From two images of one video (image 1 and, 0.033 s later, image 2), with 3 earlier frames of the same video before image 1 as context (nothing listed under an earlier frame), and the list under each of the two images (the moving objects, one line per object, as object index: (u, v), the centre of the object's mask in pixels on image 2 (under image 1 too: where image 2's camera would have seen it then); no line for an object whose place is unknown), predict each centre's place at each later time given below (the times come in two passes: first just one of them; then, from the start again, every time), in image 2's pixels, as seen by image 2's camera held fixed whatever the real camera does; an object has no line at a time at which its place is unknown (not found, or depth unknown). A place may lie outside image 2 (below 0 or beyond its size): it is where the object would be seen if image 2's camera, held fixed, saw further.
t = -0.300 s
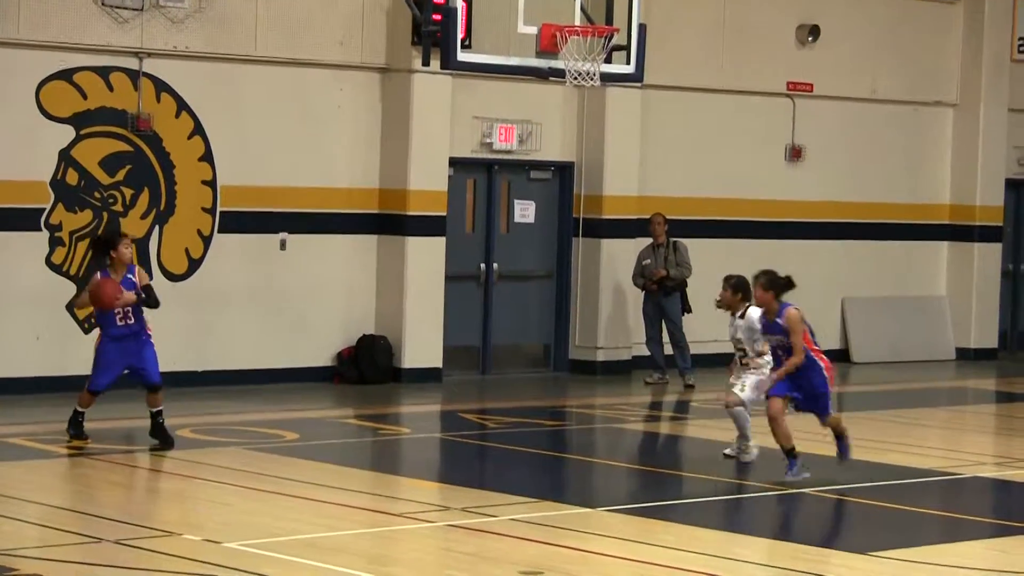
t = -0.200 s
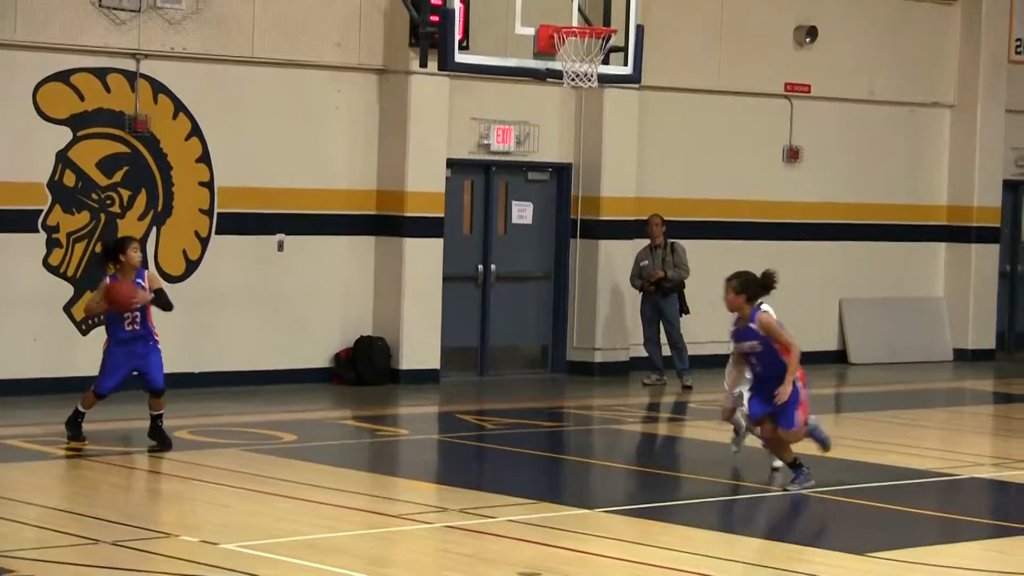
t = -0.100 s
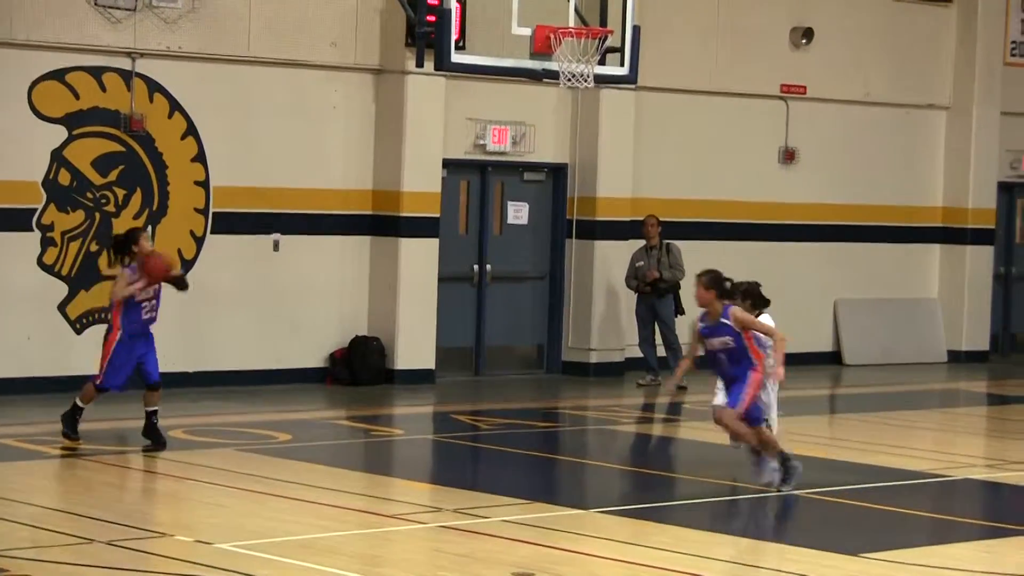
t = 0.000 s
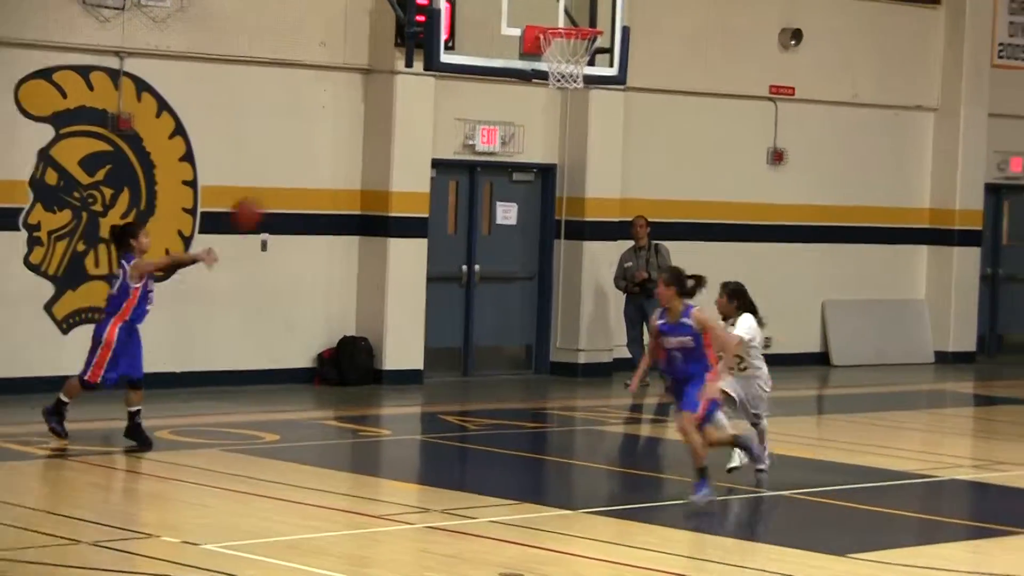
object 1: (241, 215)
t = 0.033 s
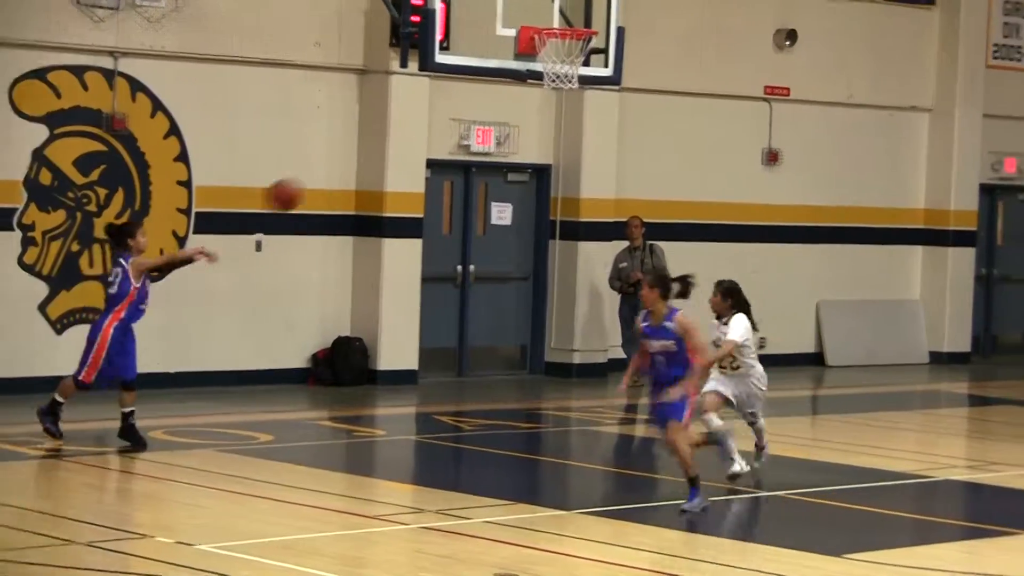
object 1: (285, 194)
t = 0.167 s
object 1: (453, 135)
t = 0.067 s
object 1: (327, 177)
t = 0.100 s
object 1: (369, 163)
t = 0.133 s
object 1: (411, 148)
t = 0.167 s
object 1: (453, 135)
